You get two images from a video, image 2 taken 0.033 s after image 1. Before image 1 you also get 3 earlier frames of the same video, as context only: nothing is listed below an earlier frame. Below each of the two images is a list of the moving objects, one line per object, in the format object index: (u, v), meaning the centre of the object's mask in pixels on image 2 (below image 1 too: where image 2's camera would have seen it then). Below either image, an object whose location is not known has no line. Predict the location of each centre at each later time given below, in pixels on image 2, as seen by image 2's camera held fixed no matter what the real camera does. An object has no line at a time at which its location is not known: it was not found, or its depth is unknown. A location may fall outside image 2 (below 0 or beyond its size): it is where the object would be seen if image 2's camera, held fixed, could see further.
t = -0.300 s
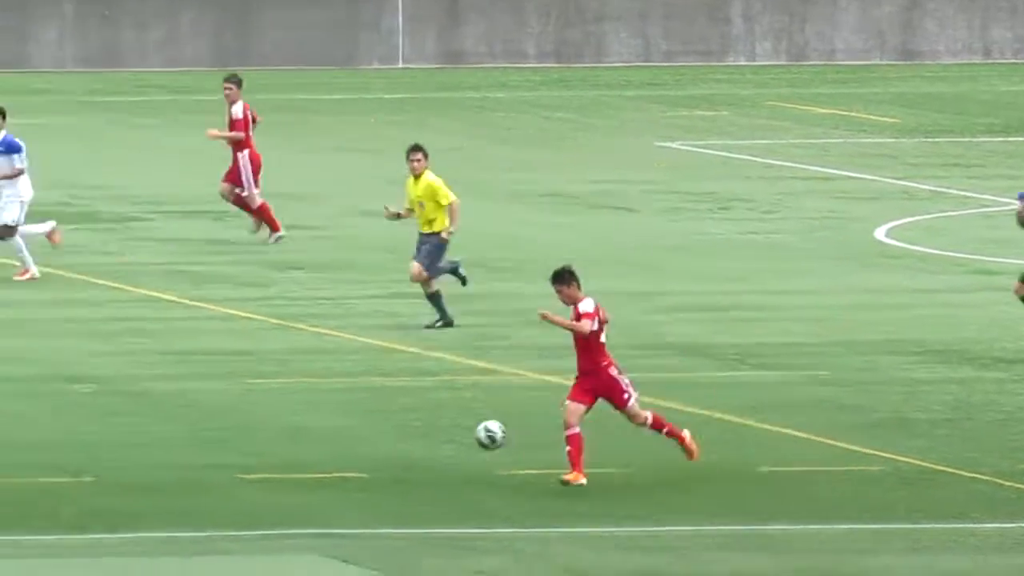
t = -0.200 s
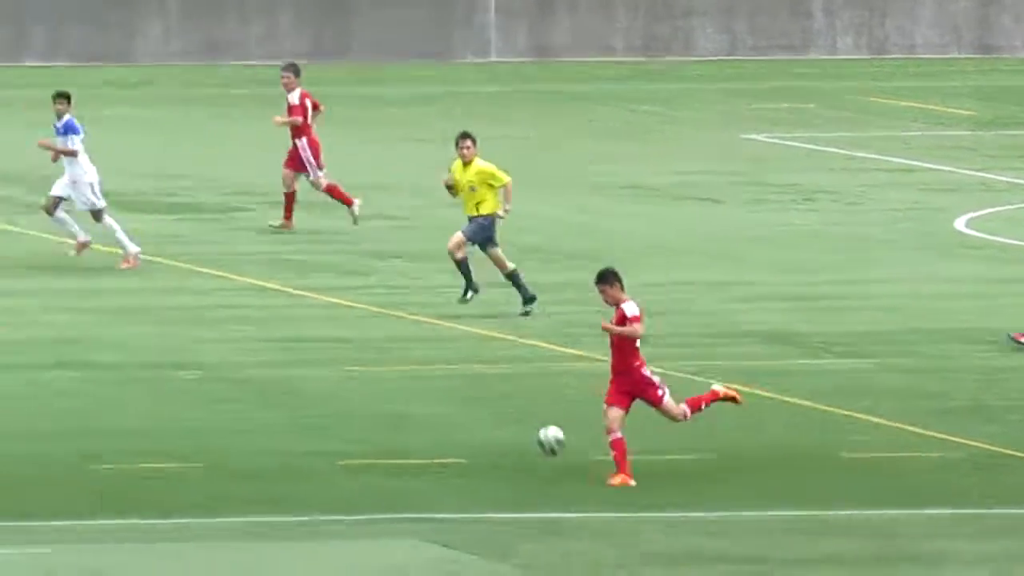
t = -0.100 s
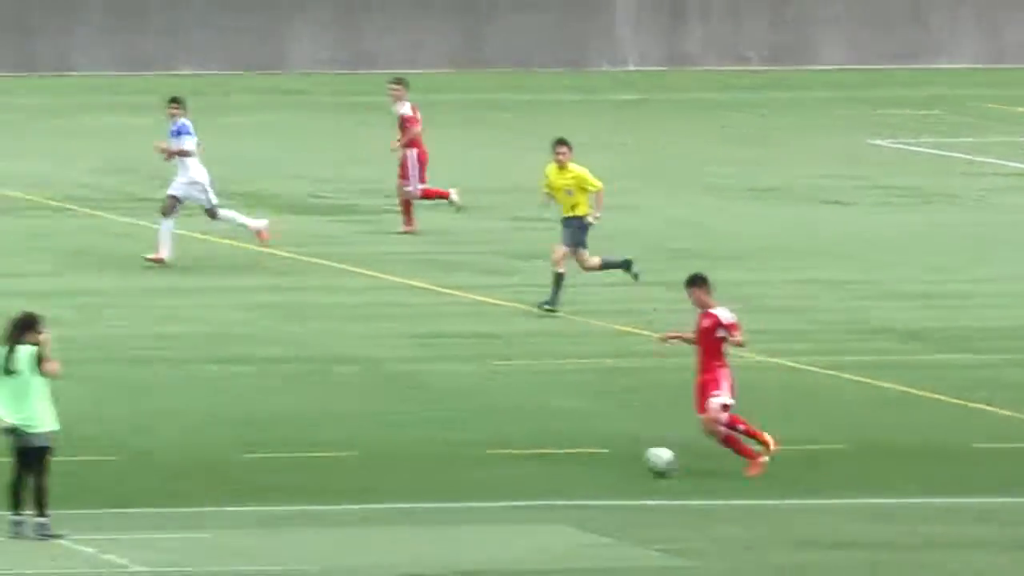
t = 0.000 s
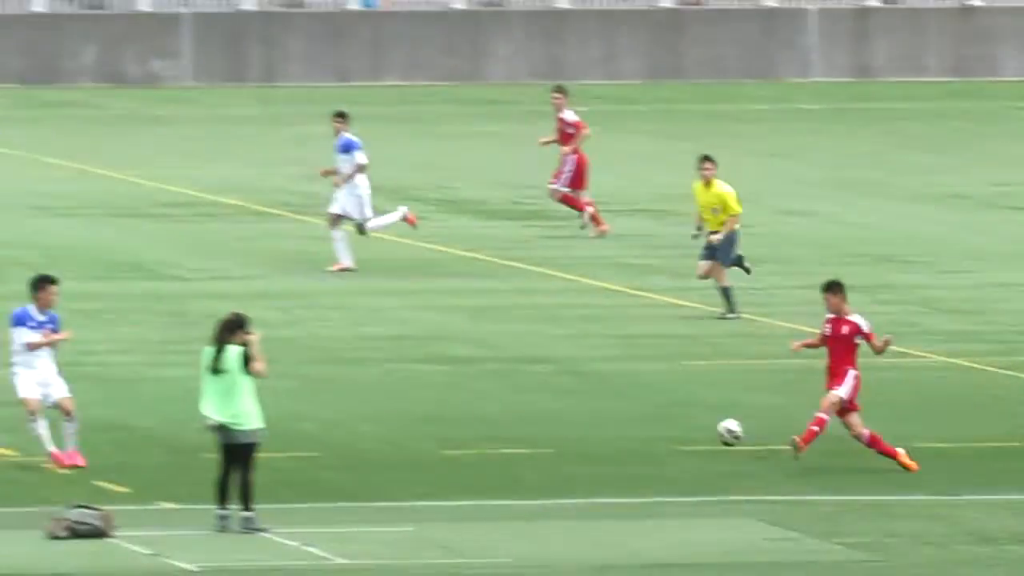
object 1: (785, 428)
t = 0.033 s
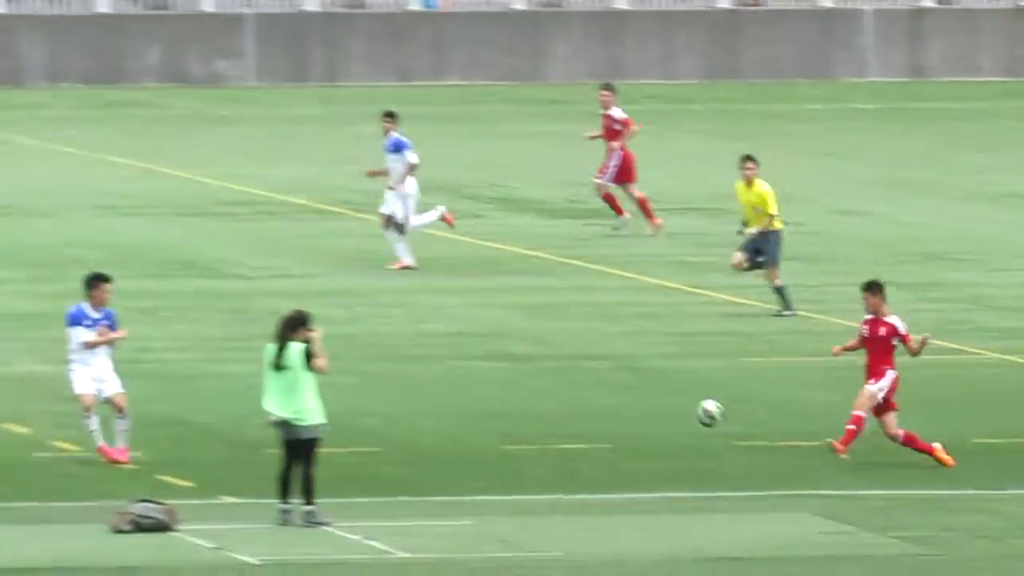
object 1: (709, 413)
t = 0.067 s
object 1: (635, 400)
